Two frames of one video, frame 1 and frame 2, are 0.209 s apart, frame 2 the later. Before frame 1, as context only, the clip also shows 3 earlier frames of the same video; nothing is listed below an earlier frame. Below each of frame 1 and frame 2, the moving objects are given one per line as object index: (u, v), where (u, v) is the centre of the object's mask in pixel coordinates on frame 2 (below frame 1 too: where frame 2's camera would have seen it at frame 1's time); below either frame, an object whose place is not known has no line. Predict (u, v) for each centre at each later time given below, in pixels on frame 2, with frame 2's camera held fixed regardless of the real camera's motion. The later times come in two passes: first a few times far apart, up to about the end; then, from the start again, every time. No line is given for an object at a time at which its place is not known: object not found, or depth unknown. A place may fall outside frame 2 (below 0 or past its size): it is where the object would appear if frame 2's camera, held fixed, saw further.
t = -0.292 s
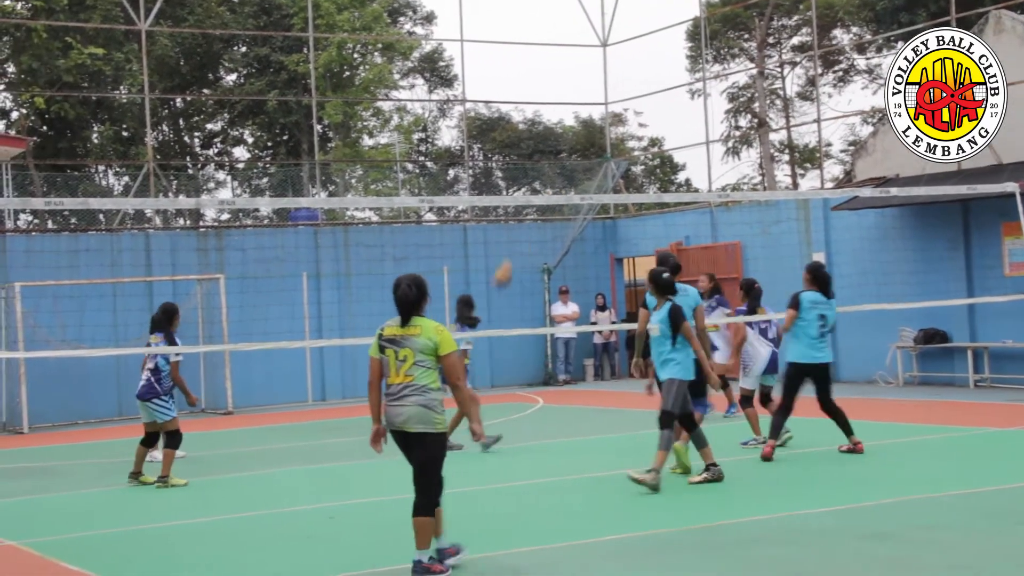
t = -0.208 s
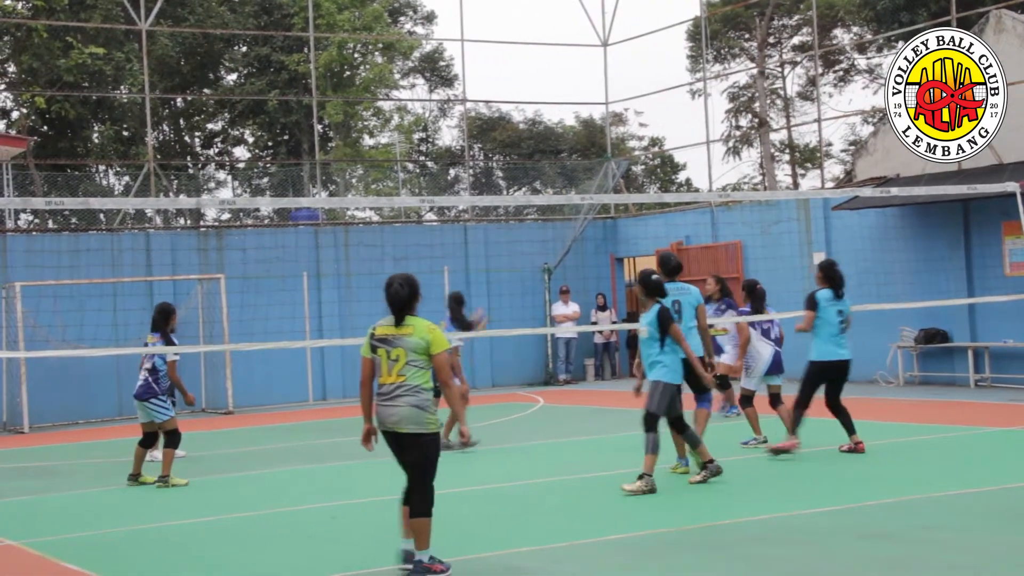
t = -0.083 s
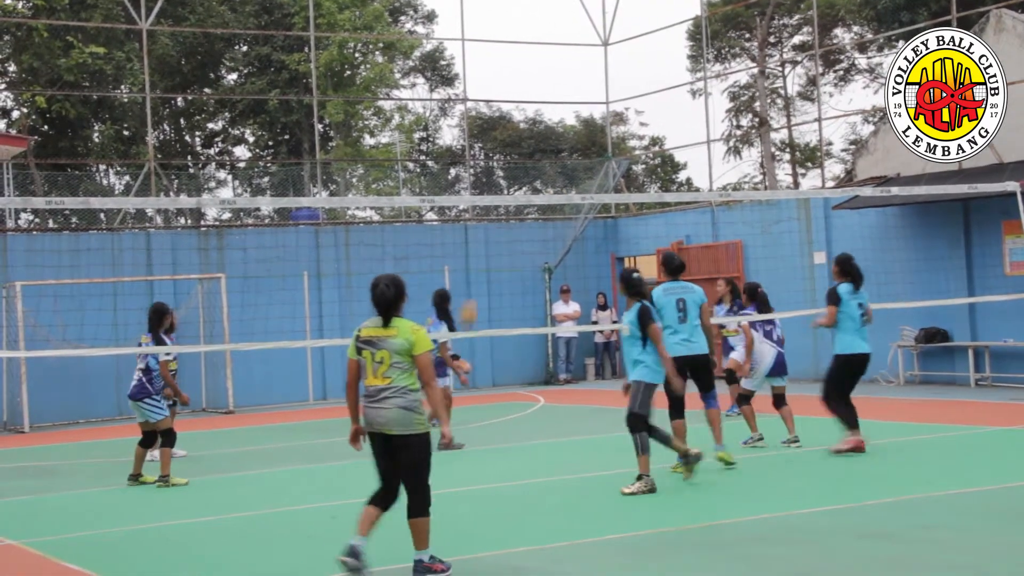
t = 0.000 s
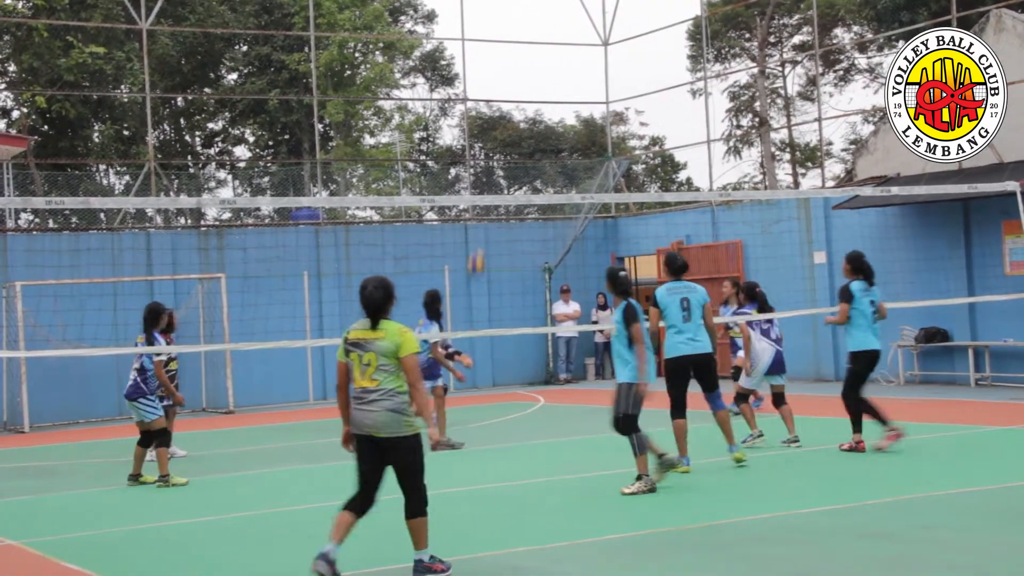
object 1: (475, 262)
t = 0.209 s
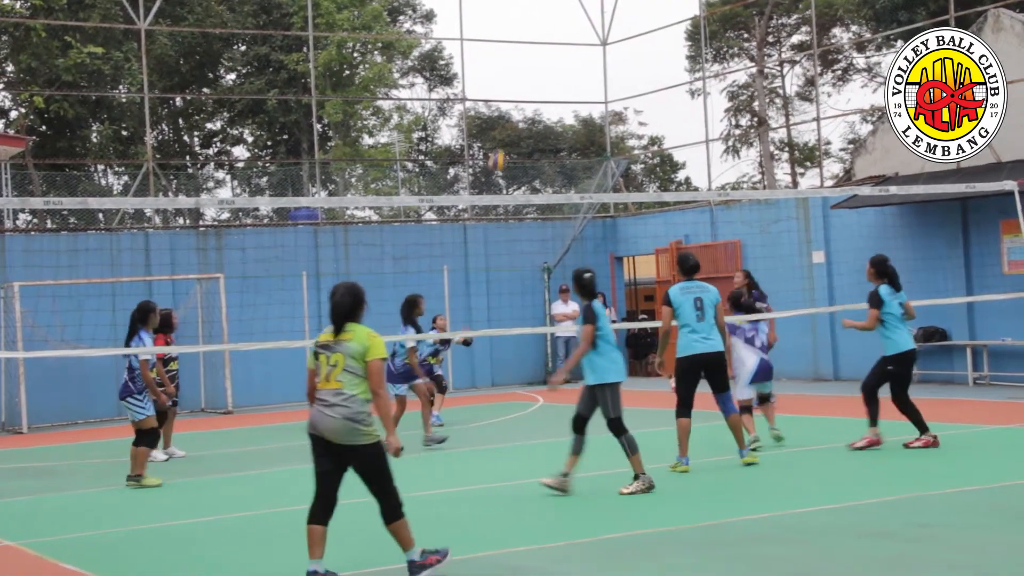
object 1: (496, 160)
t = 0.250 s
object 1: (504, 144)
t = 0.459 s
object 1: (527, 87)
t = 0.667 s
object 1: (554, 64)
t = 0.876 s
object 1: (583, 79)
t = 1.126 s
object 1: (622, 149)
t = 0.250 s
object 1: (504, 144)
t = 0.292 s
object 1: (508, 131)
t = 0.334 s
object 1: (512, 118)
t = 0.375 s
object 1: (517, 107)
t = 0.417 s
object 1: (522, 96)
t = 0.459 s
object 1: (527, 87)
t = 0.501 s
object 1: (532, 79)
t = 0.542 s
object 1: (537, 73)
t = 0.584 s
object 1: (543, 69)
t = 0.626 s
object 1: (548, 66)
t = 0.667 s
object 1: (554, 64)
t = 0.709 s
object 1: (559, 65)
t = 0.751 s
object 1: (565, 66)
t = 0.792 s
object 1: (571, 69)
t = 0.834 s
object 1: (577, 73)
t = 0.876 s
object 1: (583, 79)
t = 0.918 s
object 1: (589, 87)
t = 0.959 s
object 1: (595, 96)
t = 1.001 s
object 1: (602, 108)
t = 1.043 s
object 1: (609, 120)
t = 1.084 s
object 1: (616, 134)
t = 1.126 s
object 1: (622, 149)
